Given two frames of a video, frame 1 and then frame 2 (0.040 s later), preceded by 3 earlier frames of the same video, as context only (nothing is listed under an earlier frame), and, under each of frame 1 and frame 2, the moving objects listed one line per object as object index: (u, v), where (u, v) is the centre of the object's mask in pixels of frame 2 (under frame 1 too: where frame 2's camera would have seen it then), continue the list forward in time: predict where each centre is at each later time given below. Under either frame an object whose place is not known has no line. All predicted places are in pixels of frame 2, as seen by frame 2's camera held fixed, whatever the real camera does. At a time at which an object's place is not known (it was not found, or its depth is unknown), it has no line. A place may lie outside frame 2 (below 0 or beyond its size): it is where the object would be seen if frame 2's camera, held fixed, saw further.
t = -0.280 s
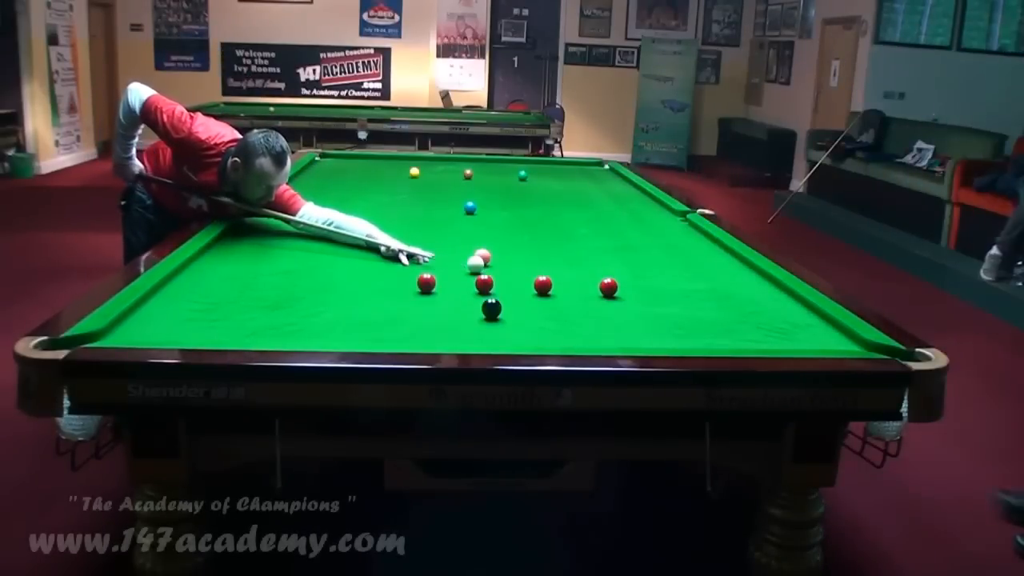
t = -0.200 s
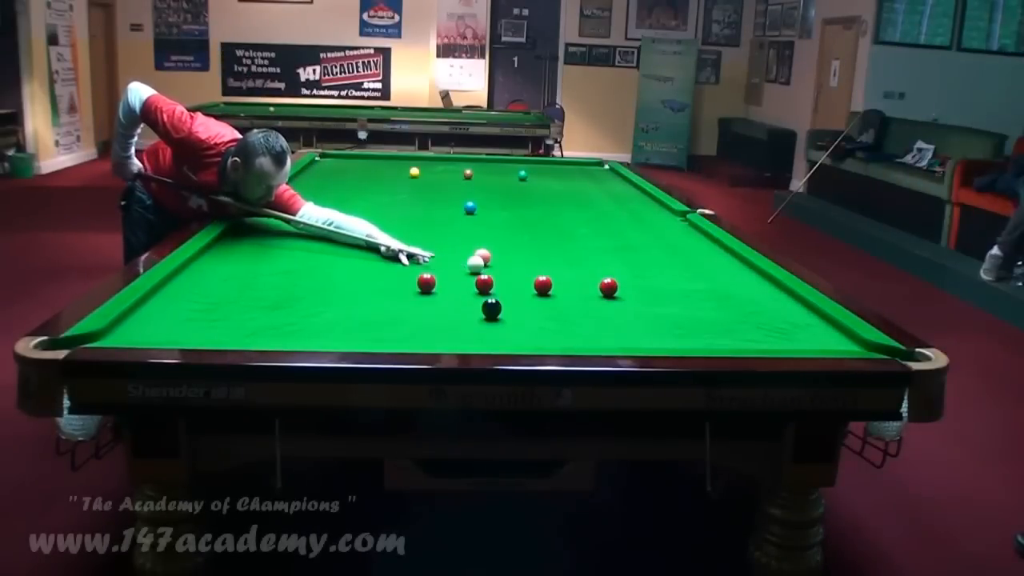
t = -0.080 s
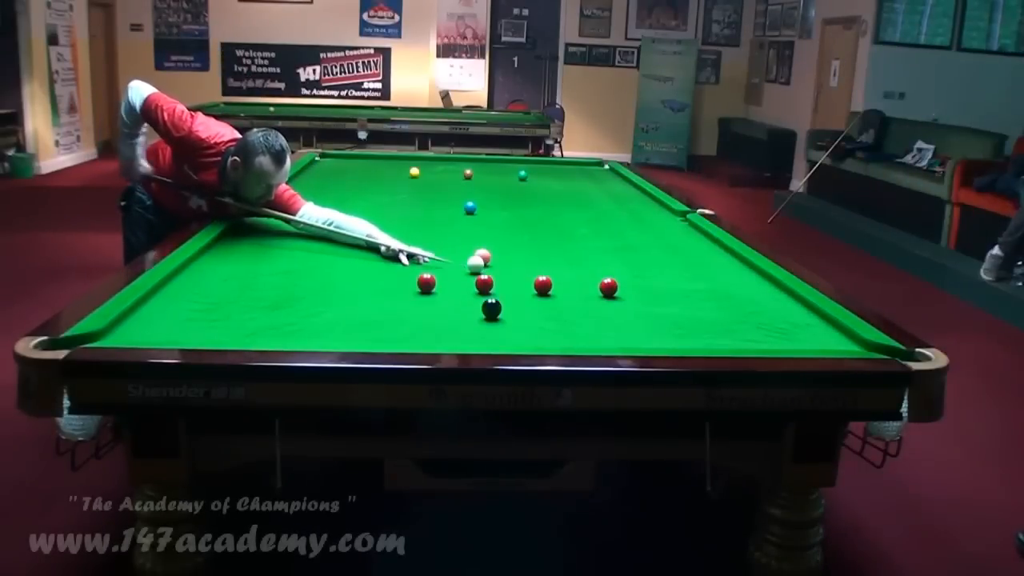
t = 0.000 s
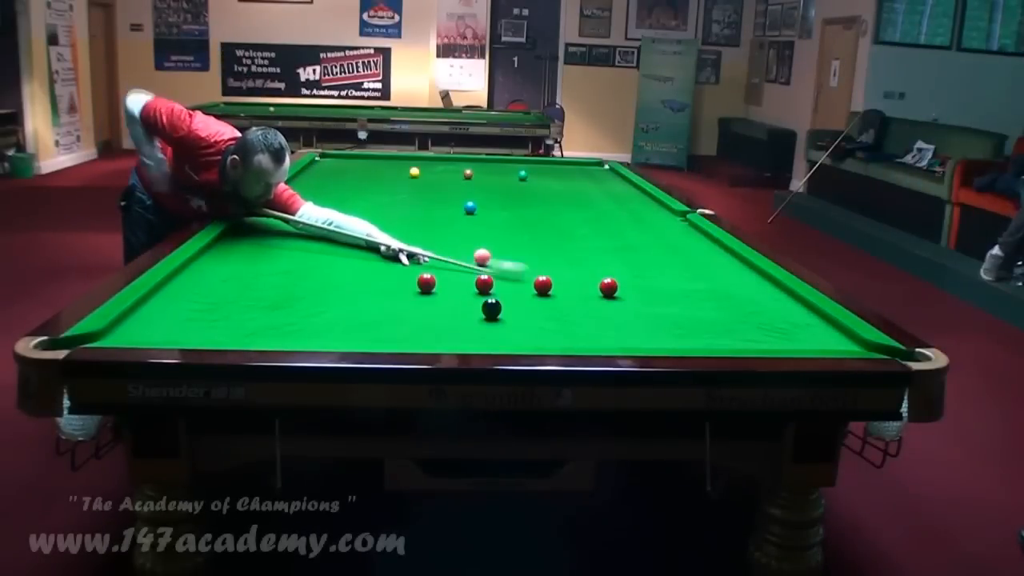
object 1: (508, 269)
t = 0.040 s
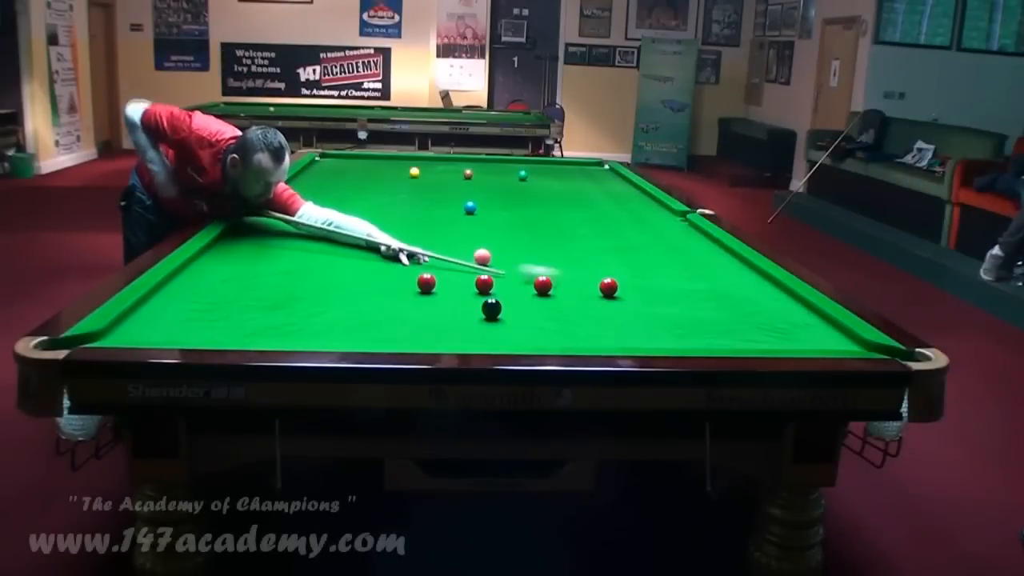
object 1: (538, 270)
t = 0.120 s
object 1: (595, 282)
